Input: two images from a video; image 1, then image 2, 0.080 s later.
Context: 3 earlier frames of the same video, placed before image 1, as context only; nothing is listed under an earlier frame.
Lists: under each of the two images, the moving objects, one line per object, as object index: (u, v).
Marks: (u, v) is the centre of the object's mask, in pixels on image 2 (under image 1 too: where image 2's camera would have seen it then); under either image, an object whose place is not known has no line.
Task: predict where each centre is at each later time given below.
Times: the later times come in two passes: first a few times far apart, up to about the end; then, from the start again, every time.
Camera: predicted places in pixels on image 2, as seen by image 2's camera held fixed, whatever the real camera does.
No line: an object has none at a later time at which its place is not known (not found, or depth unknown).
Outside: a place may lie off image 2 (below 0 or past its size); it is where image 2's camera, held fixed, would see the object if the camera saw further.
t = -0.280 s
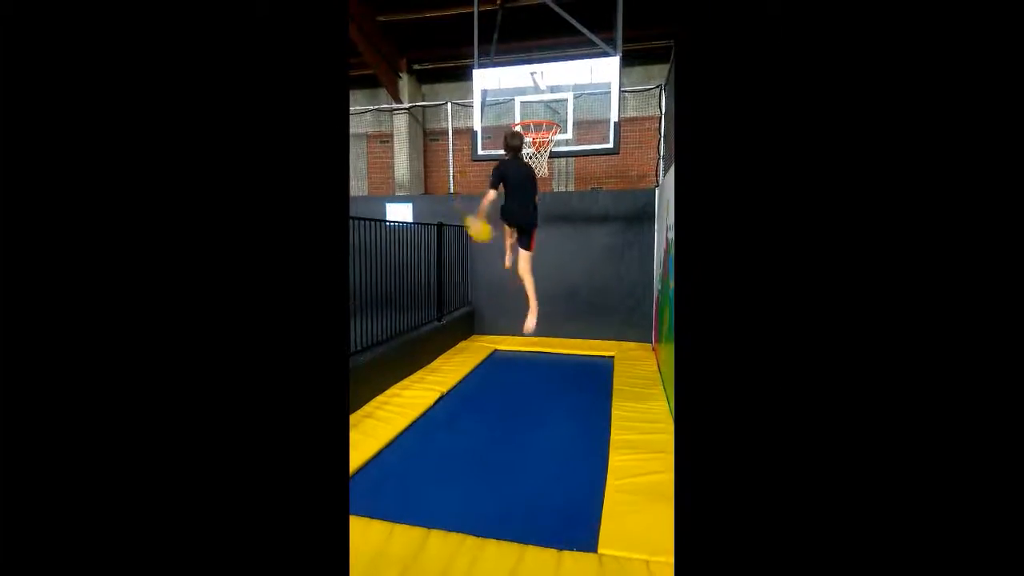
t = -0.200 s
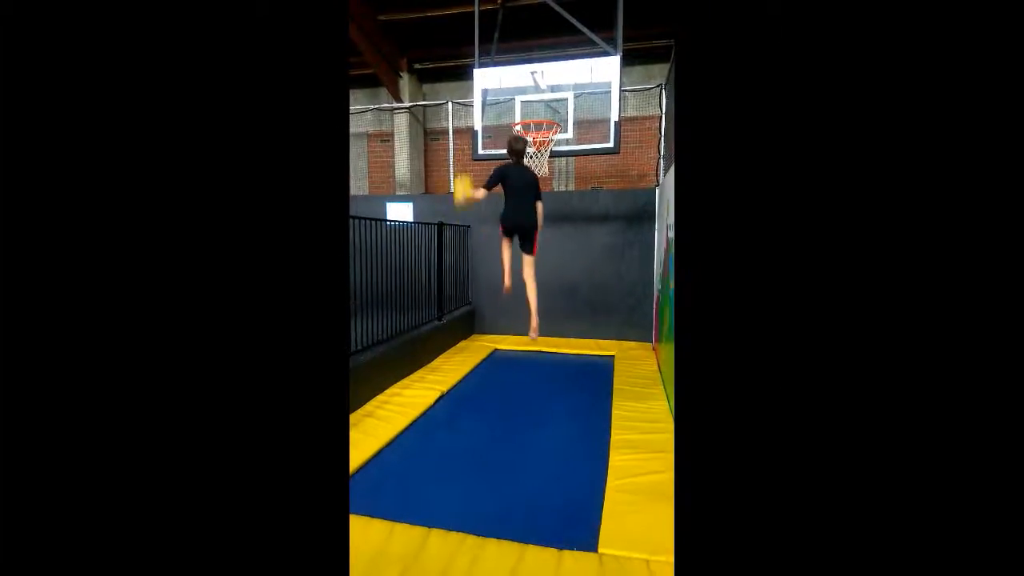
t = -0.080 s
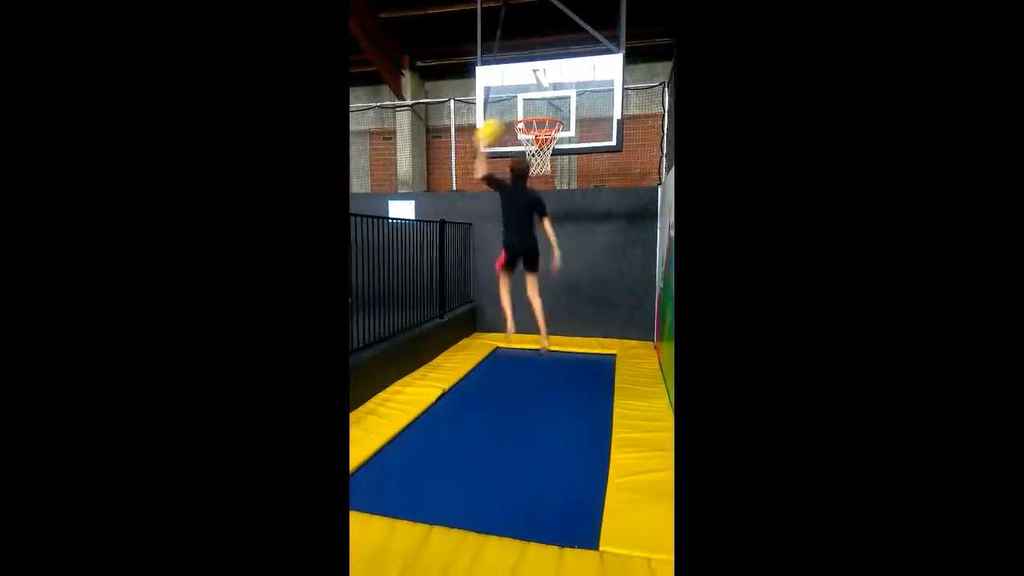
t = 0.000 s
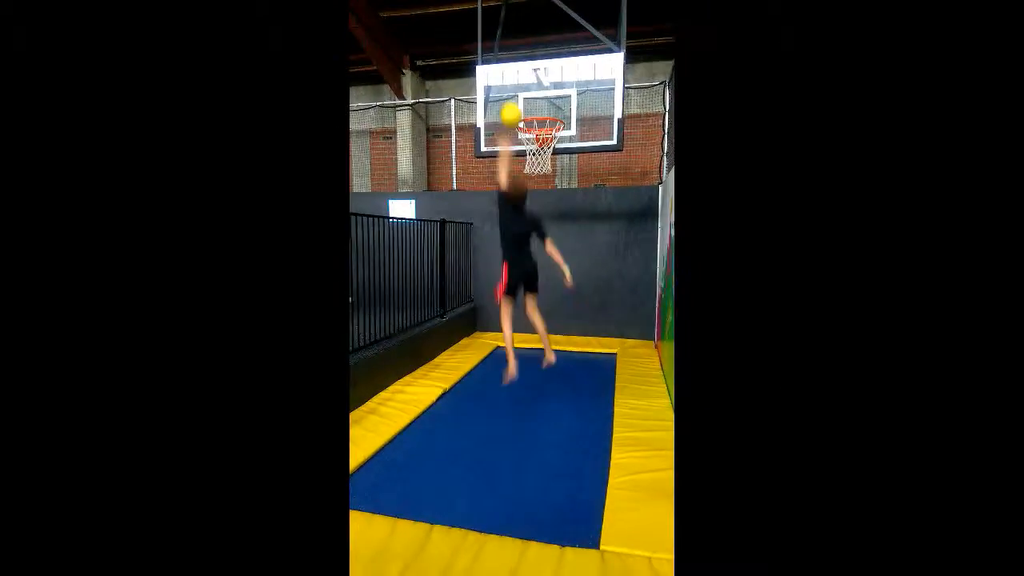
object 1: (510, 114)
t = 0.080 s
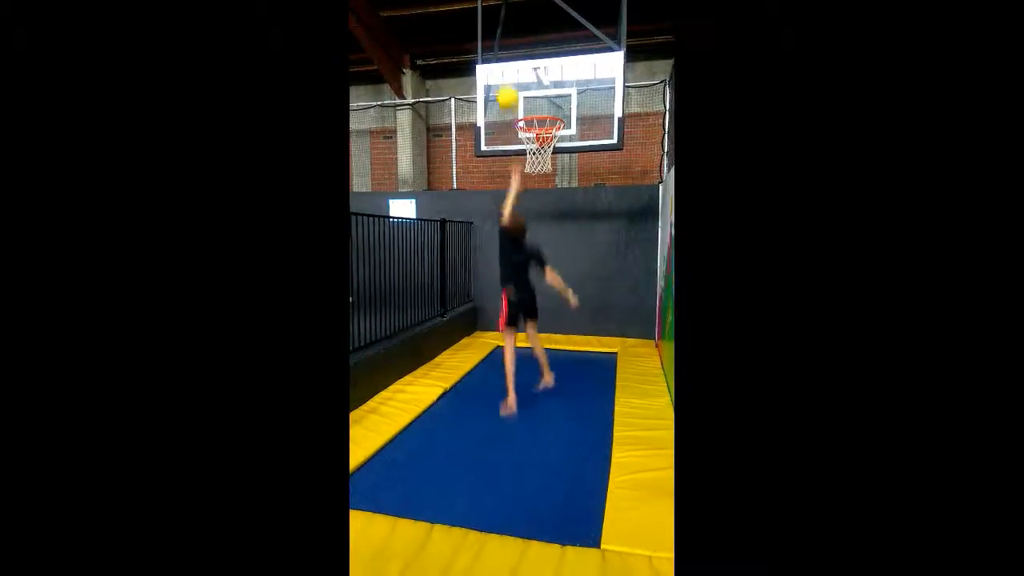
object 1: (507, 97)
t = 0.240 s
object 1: (499, 84)
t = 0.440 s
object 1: (486, 112)
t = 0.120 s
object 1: (505, 93)
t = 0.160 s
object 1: (503, 88)
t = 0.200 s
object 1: (501, 85)
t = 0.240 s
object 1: (499, 84)
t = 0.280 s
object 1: (496, 85)
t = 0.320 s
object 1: (494, 90)
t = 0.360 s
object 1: (492, 95)
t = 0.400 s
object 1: (489, 102)
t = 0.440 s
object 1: (486, 112)
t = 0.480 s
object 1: (483, 123)
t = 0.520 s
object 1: (480, 138)
